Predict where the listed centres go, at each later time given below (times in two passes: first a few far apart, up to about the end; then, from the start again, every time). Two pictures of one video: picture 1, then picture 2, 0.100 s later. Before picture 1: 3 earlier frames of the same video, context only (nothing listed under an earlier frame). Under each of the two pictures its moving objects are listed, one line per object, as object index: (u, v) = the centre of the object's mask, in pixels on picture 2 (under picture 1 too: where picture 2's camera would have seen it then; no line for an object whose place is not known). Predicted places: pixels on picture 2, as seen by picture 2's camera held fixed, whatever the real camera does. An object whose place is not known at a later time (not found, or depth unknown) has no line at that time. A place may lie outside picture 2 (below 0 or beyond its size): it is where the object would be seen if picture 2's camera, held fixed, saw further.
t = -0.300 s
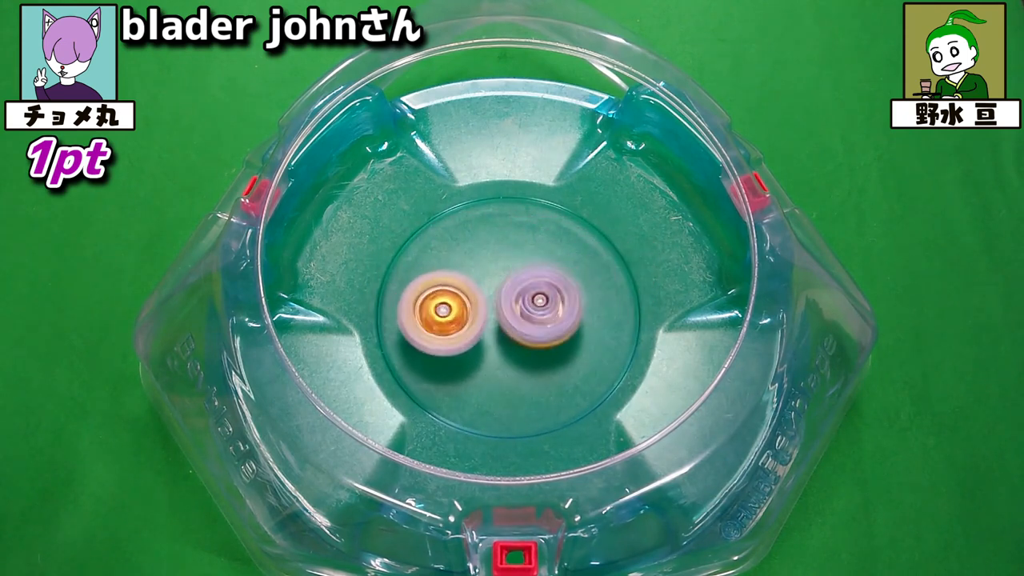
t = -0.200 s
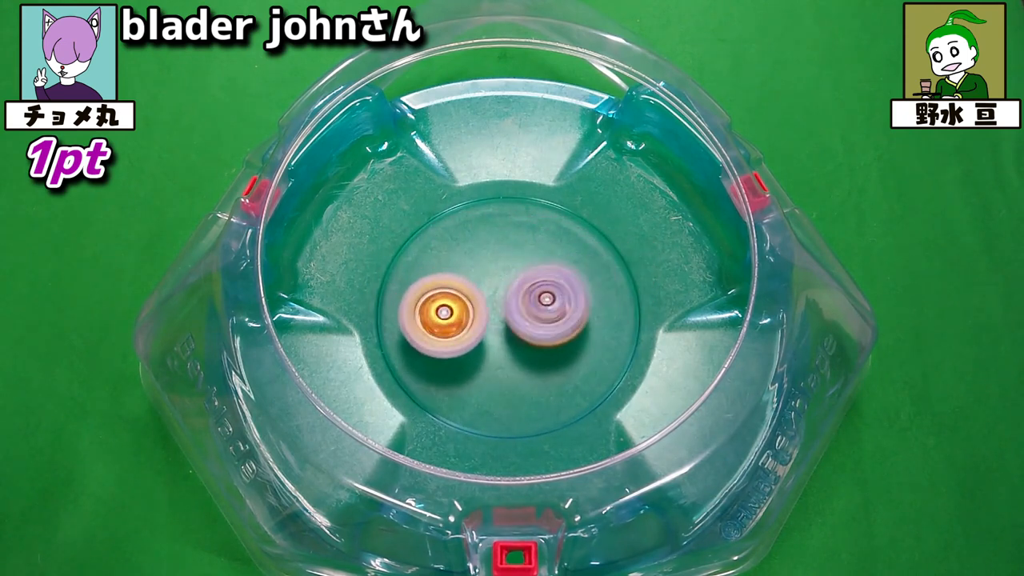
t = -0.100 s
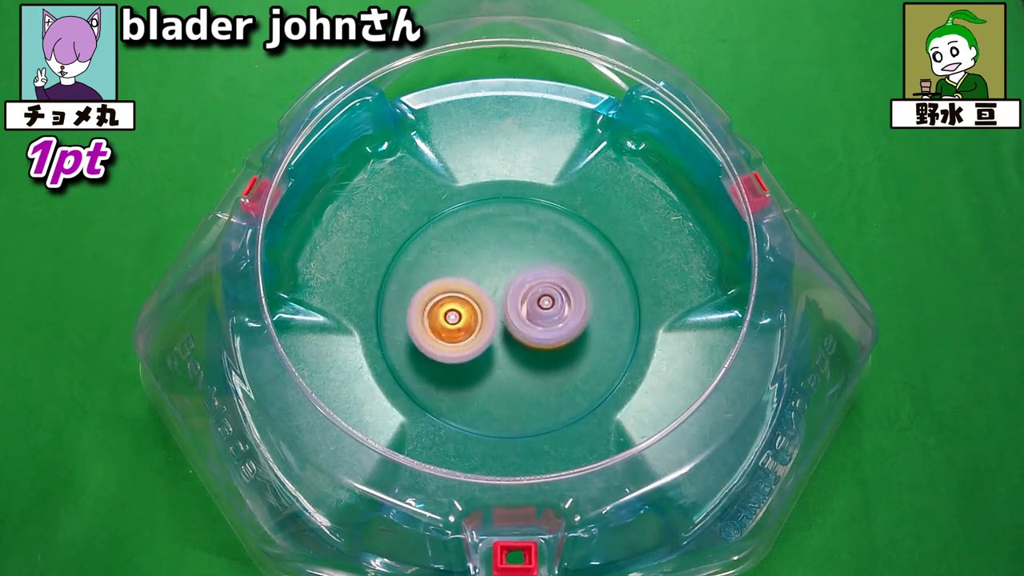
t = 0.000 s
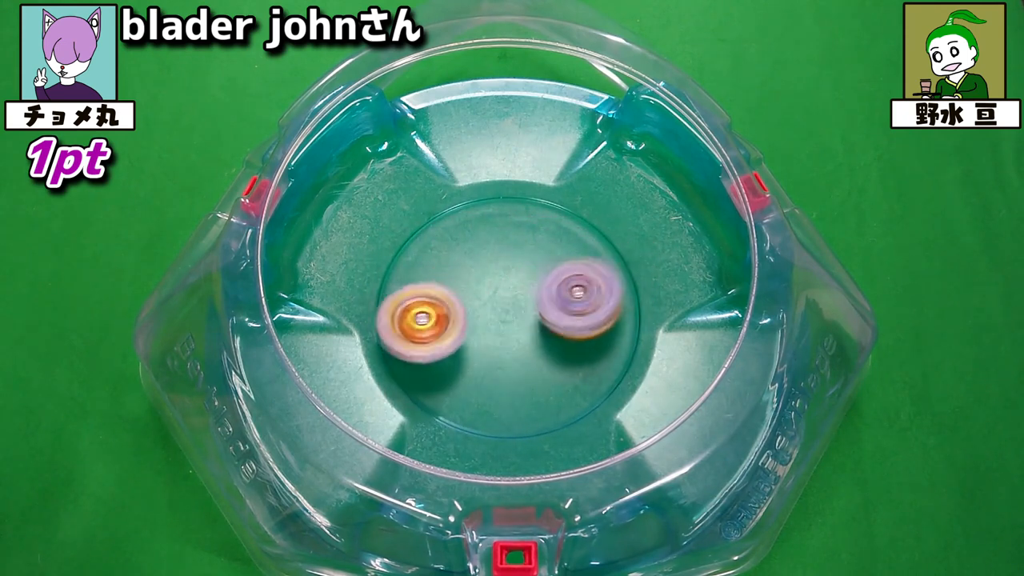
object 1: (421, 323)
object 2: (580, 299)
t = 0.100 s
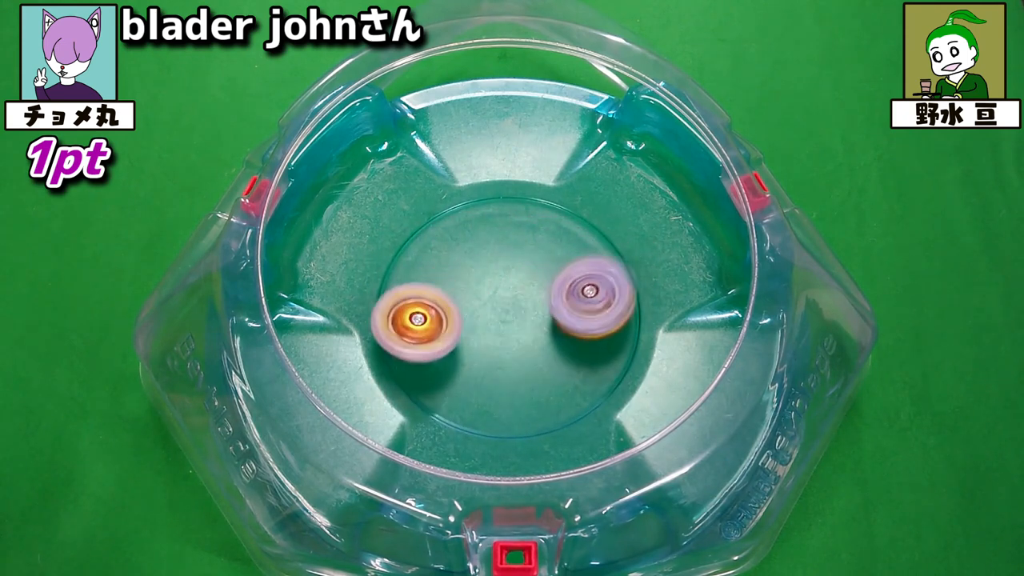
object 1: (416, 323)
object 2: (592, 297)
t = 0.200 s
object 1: (424, 324)
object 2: (589, 302)
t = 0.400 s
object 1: (447, 323)
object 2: (574, 306)
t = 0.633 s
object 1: (433, 327)
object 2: (550, 289)
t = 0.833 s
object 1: (444, 337)
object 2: (537, 282)
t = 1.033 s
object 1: (461, 343)
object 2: (525, 270)
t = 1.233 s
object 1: (478, 349)
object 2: (521, 267)
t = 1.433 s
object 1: (493, 354)
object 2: (521, 268)
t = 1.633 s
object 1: (506, 363)
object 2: (510, 273)
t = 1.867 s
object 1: (515, 362)
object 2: (509, 275)
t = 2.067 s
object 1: (513, 380)
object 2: (505, 256)
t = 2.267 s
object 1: (522, 371)
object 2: (511, 258)
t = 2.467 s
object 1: (531, 356)
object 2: (514, 268)
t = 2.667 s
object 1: (540, 350)
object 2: (517, 270)
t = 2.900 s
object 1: (546, 351)
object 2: (517, 270)
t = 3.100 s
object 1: (542, 357)
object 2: (510, 270)
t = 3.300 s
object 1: (542, 349)
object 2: (502, 273)
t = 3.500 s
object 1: (550, 363)
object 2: (481, 266)
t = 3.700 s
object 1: (553, 351)
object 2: (476, 268)
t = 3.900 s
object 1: (552, 335)
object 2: (473, 282)
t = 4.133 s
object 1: (572, 302)
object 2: (457, 302)
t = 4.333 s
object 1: (575, 295)
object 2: (453, 305)
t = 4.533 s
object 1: (571, 289)
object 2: (460, 309)
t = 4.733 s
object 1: (557, 282)
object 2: (478, 330)
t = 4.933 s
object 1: (558, 265)
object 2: (470, 349)
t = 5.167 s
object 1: (546, 261)
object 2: (467, 340)
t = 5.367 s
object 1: (547, 251)
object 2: (498, 333)
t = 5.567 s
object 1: (541, 249)
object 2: (518, 345)
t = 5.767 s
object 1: (531, 248)
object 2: (513, 348)
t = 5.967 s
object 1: (516, 253)
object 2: (517, 337)
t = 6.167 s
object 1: (492, 235)
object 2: (521, 333)
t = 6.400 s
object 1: (481, 240)
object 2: (521, 330)
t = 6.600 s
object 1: (478, 244)
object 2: (526, 318)
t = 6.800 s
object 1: (483, 250)
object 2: (539, 318)
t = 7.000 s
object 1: (478, 255)
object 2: (542, 335)
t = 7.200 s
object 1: (488, 268)
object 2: (539, 337)
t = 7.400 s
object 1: (482, 266)
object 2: (542, 348)
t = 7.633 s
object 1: (472, 274)
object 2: (529, 347)
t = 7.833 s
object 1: (480, 282)
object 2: (533, 349)
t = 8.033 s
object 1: (474, 278)
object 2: (534, 342)
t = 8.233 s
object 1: (480, 277)
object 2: (541, 340)
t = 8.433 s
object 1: (486, 282)
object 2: (549, 338)
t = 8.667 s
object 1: (491, 265)
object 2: (543, 348)
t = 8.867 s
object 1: (491, 264)
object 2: (525, 340)
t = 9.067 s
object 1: (488, 265)
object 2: (515, 340)
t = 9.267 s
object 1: (495, 257)
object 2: (517, 345)
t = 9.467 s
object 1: (494, 252)
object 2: (528, 329)
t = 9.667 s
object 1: (497, 237)
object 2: (536, 323)
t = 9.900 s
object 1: (500, 240)
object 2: (534, 311)
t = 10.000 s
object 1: (499, 239)
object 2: (541, 314)
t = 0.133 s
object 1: (418, 323)
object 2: (592, 298)
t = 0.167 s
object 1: (421, 324)
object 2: (590, 300)
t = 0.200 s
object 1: (424, 324)
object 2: (589, 302)
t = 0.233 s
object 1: (428, 324)
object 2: (587, 303)
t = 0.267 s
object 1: (432, 324)
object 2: (586, 304)
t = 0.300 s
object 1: (436, 324)
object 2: (584, 305)
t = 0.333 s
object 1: (439, 324)
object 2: (582, 305)
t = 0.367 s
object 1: (444, 324)
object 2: (578, 306)
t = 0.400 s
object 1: (447, 323)
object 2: (574, 306)
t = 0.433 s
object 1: (451, 323)
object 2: (568, 305)
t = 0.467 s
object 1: (455, 323)
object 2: (560, 304)
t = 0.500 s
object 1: (458, 323)
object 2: (552, 302)
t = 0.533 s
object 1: (454, 323)
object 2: (548, 298)
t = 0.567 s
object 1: (441, 326)
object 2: (552, 294)
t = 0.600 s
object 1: (435, 327)
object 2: (552, 290)
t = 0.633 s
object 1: (433, 327)
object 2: (550, 289)
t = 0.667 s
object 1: (434, 327)
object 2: (548, 288)
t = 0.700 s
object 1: (436, 329)
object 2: (545, 287)
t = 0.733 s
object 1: (438, 331)
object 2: (543, 286)
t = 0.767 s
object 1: (440, 333)
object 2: (541, 285)
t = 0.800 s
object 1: (442, 335)
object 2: (538, 283)
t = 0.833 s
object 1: (444, 337)
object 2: (537, 282)
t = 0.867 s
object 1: (447, 338)
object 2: (534, 279)
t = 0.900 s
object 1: (449, 339)
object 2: (532, 278)
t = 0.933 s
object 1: (453, 340)
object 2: (529, 276)
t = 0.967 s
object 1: (456, 340)
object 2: (528, 274)
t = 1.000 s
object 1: (458, 342)
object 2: (525, 271)
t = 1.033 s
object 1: (461, 343)
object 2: (525, 270)
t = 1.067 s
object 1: (464, 344)
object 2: (523, 268)
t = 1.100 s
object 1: (467, 345)
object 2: (522, 268)
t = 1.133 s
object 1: (469, 345)
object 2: (521, 267)
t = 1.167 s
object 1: (472, 347)
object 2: (521, 267)
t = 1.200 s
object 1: (475, 348)
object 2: (521, 267)
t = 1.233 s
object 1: (478, 349)
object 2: (521, 267)
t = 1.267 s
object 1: (481, 350)
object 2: (521, 267)
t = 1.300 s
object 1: (483, 350)
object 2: (521, 268)
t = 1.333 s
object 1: (486, 352)
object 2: (521, 268)
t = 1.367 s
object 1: (489, 353)
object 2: (521, 268)
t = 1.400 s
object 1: (491, 354)
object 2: (521, 268)
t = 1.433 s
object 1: (493, 354)
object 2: (521, 268)
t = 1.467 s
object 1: (496, 355)
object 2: (520, 268)
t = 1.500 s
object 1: (499, 356)
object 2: (518, 270)
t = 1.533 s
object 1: (501, 356)
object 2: (517, 271)
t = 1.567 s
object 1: (503, 357)
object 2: (514, 274)
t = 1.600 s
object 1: (505, 359)
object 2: (512, 275)
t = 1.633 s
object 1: (506, 363)
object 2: (510, 273)
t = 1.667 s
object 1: (506, 364)
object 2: (509, 271)
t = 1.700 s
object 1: (507, 364)
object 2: (507, 271)
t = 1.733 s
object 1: (510, 364)
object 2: (508, 273)
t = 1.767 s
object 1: (511, 363)
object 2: (508, 273)
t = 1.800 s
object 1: (513, 363)
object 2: (509, 274)
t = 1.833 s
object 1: (514, 362)
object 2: (509, 273)
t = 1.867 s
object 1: (515, 362)
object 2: (509, 275)
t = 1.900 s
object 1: (516, 361)
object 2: (510, 277)
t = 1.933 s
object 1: (516, 361)
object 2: (509, 278)
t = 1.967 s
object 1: (515, 371)
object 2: (507, 268)
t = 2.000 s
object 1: (514, 379)
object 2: (505, 261)
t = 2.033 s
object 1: (514, 380)
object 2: (504, 257)
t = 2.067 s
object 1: (513, 380)
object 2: (505, 256)
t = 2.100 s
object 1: (516, 378)
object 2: (506, 256)
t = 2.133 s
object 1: (517, 376)
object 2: (506, 256)
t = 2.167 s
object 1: (519, 375)
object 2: (508, 257)
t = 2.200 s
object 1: (520, 374)
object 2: (509, 258)
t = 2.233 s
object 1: (522, 373)
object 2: (511, 258)
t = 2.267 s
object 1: (522, 371)
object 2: (511, 258)
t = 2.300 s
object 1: (524, 369)
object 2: (512, 259)
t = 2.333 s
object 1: (525, 366)
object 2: (512, 261)
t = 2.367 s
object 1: (527, 365)
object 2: (513, 262)
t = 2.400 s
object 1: (528, 362)
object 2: (514, 264)
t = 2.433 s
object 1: (530, 360)
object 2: (514, 265)
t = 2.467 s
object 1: (531, 356)
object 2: (514, 268)
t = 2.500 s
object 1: (533, 354)
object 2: (516, 270)
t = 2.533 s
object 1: (534, 353)
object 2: (518, 269)
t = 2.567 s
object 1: (535, 352)
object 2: (518, 267)
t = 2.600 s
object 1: (537, 352)
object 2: (518, 267)
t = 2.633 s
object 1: (538, 352)
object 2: (517, 268)
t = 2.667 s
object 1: (540, 350)
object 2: (517, 270)
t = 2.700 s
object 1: (541, 353)
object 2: (517, 268)
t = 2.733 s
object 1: (541, 353)
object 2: (515, 267)
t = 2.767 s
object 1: (542, 353)
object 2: (515, 268)
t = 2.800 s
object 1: (544, 351)
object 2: (516, 269)
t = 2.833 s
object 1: (545, 351)
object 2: (519, 270)
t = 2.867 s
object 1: (546, 351)
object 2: (519, 269)
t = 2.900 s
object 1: (546, 351)
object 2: (517, 270)
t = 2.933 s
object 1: (546, 350)
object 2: (516, 271)
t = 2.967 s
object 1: (546, 350)
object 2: (516, 273)
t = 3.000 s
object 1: (547, 350)
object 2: (515, 272)
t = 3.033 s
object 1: (546, 353)
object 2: (514, 271)
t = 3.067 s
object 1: (545, 357)
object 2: (511, 269)
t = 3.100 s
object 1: (542, 357)
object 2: (510, 270)
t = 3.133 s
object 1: (542, 353)
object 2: (509, 270)
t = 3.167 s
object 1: (541, 351)
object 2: (507, 269)
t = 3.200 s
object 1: (542, 348)
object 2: (504, 271)
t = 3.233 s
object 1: (543, 349)
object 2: (504, 272)
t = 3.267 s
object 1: (542, 349)
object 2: (502, 272)
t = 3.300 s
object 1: (542, 349)
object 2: (502, 273)
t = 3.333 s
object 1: (541, 348)
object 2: (501, 273)
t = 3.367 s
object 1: (546, 356)
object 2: (496, 270)
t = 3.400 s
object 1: (552, 364)
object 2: (490, 265)
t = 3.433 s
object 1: (552, 368)
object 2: (485, 263)
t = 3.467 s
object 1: (549, 367)
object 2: (483, 264)
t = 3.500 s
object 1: (550, 363)
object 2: (481, 266)
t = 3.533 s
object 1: (549, 361)
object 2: (476, 268)
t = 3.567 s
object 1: (550, 358)
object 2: (476, 268)
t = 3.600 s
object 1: (550, 356)
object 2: (476, 267)
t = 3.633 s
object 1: (552, 354)
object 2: (476, 268)
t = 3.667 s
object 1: (552, 353)
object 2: (477, 269)
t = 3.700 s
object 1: (553, 351)
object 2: (476, 268)
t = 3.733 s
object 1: (553, 349)
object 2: (476, 269)
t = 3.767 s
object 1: (554, 347)
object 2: (476, 271)
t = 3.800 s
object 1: (554, 346)
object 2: (475, 273)
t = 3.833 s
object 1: (553, 343)
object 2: (475, 275)
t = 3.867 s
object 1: (554, 340)
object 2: (475, 278)
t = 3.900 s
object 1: (552, 335)
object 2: (473, 282)
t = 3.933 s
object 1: (552, 330)
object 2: (471, 284)
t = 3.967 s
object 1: (553, 324)
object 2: (470, 286)
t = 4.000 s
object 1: (556, 319)
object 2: (468, 290)
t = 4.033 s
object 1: (560, 316)
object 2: (464, 293)
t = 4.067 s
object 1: (566, 312)
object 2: (462, 295)
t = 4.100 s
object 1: (569, 307)
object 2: (459, 299)
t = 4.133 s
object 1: (572, 302)
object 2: (457, 302)
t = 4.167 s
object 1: (575, 300)
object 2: (456, 303)
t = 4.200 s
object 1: (575, 299)
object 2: (454, 305)
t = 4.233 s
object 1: (576, 297)
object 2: (453, 306)
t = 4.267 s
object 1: (575, 297)
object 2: (455, 307)
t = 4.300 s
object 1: (576, 295)
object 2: (454, 307)
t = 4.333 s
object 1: (575, 295)
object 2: (453, 305)
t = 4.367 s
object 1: (575, 293)
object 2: (454, 305)
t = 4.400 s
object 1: (576, 292)
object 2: (454, 304)
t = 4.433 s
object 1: (574, 291)
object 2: (454, 304)
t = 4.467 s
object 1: (574, 290)
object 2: (457, 305)
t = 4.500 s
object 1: (572, 290)
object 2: (458, 306)
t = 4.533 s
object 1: (571, 289)
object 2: (460, 309)
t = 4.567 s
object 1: (569, 289)
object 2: (464, 311)
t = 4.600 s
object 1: (569, 288)
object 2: (466, 314)
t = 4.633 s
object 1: (566, 288)
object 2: (470, 318)
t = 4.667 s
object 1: (563, 286)
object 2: (475, 321)
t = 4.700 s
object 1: (559, 285)
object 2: (476, 326)
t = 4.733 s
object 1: (557, 282)
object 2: (478, 330)
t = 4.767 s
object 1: (560, 278)
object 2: (476, 338)
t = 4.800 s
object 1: (560, 273)
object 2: (472, 344)
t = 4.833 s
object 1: (559, 270)
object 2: (471, 348)
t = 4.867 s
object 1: (558, 267)
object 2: (471, 351)
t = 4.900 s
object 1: (558, 265)
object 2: (470, 350)
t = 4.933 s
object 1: (558, 265)
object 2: (470, 349)
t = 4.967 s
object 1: (555, 265)
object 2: (469, 347)
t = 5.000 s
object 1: (554, 264)
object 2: (468, 343)
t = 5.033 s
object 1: (551, 264)
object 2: (465, 343)
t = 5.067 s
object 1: (550, 262)
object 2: (464, 342)
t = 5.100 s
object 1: (549, 262)
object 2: (465, 341)
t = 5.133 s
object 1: (548, 261)
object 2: (464, 342)
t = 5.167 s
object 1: (546, 261)
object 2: (467, 340)
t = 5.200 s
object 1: (544, 261)
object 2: (470, 338)
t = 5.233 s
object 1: (543, 261)
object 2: (474, 334)
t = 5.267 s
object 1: (542, 261)
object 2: (480, 333)
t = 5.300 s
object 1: (541, 260)
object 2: (487, 330)
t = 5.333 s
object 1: (542, 258)
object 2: (495, 328)
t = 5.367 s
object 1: (547, 251)
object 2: (498, 333)
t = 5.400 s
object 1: (549, 248)
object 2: (503, 333)
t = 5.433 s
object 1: (550, 248)
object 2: (508, 337)
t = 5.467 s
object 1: (550, 248)
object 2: (512, 338)
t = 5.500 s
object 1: (547, 249)
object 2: (515, 343)
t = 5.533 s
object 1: (543, 248)
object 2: (517, 342)
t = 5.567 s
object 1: (541, 249)
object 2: (518, 345)
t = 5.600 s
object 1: (538, 249)
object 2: (517, 345)
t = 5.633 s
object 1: (537, 248)
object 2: (519, 346)
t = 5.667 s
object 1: (536, 247)
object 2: (517, 345)
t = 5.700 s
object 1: (534, 247)
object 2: (516, 346)
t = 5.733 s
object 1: (532, 248)
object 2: (513, 346)
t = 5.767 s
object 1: (531, 248)
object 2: (513, 348)
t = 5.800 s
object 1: (530, 248)
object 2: (511, 346)
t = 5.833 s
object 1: (529, 247)
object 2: (513, 347)
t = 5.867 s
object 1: (526, 248)
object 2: (512, 344)
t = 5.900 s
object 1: (522, 250)
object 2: (513, 344)
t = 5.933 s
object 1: (520, 251)
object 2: (512, 339)
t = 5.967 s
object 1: (516, 253)
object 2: (517, 337)
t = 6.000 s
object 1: (513, 250)
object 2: (517, 335)
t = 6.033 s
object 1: (509, 245)
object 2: (522, 338)
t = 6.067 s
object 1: (504, 242)
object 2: (523, 335)
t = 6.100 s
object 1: (499, 240)
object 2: (525, 333)
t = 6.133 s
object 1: (494, 236)
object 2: (523, 331)
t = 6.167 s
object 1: (492, 235)
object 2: (521, 333)
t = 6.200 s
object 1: (491, 235)
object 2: (521, 333)
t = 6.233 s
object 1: (490, 236)
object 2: (520, 334)
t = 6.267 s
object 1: (489, 237)
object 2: (520, 334)
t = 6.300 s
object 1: (486, 237)
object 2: (518, 334)
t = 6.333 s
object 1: (485, 238)
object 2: (521, 334)
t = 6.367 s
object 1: (483, 240)
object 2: (518, 331)
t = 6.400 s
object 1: (481, 240)
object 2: (521, 330)
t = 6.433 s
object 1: (481, 241)
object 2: (519, 325)
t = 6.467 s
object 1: (478, 242)
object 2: (518, 324)
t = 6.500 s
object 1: (477, 243)
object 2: (518, 320)
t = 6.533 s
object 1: (478, 244)
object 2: (521, 320)
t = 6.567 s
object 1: (479, 245)
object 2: (526, 317)
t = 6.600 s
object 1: (478, 244)
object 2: (526, 318)
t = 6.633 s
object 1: (480, 246)
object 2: (532, 318)
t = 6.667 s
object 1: (480, 248)
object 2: (536, 315)
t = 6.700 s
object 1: (478, 247)
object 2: (537, 313)
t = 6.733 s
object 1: (478, 245)
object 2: (536, 316)
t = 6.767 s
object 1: (482, 246)
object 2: (539, 317)
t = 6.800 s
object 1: (483, 250)
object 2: (539, 318)
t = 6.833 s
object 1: (482, 255)
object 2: (539, 318)
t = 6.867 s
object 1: (480, 250)
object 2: (541, 325)
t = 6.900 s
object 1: (478, 250)
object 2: (547, 328)
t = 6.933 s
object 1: (478, 252)
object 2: (546, 331)
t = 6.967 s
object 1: (477, 253)
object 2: (546, 332)
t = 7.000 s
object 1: (478, 255)
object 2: (542, 335)
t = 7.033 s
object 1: (479, 256)
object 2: (539, 338)
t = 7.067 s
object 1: (481, 257)
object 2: (540, 339)
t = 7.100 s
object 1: (484, 261)
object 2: (538, 338)
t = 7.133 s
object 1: (487, 265)
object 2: (538, 335)
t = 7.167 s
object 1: (488, 265)
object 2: (537, 338)
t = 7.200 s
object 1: (488, 268)
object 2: (539, 337)
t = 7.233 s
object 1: (487, 266)
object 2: (539, 339)
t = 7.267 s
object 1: (488, 267)
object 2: (541, 340)
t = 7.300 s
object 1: (490, 269)
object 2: (538, 342)
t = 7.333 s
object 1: (488, 271)
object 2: (540, 342)
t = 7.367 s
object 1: (485, 271)
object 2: (541, 344)
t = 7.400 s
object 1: (482, 266)
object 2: (542, 348)
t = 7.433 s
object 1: (484, 265)
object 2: (542, 349)
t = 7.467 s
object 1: (483, 266)
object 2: (540, 351)
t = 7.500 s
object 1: (480, 267)
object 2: (543, 350)
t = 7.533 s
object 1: (478, 267)
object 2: (540, 348)
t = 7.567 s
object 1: (477, 269)
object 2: (538, 345)
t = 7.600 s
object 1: (475, 272)
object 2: (534, 344)
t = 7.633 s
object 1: (472, 274)
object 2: (529, 347)
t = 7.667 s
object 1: (474, 275)
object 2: (530, 348)
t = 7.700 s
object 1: (477, 276)
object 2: (530, 348)
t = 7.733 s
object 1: (477, 280)
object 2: (531, 348)
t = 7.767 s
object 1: (477, 281)
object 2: (532, 348)
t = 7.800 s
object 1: (478, 281)
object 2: (531, 349)
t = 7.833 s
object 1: (480, 282)
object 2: (533, 349)
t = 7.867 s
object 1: (479, 280)
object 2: (535, 351)
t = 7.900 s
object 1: (478, 277)
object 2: (538, 353)
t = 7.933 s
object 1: (481, 277)
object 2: (540, 350)
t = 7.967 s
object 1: (480, 278)
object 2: (539, 349)
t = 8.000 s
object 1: (477, 280)
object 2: (539, 344)
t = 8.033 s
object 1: (474, 278)
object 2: (534, 342)
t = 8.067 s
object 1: (470, 273)
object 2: (534, 345)
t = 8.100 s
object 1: (468, 269)
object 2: (538, 346)
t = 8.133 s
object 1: (472, 268)
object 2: (540, 345)
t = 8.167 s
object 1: (476, 272)
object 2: (540, 345)
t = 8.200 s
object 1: (479, 276)
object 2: (542, 342)
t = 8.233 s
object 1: (480, 277)
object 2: (541, 340)
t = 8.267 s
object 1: (481, 271)
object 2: (542, 343)
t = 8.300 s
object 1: (483, 271)
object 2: (546, 344)
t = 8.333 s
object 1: (484, 273)
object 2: (551, 342)
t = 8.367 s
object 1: (485, 278)
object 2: (550, 343)
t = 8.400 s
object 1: (484, 281)
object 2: (550, 340)
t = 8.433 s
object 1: (486, 282)
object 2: (549, 338)
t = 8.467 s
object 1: (486, 281)
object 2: (545, 339)
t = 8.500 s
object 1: (487, 277)
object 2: (542, 339)
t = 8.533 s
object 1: (491, 275)
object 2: (541, 340)
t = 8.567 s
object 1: (493, 274)
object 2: (541, 342)
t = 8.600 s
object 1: (493, 269)
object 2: (540, 346)
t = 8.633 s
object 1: (493, 267)
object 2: (542, 348)
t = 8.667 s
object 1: (491, 265)
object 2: (543, 348)
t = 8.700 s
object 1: (492, 263)
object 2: (541, 348)
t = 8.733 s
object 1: (494, 265)
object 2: (538, 347)
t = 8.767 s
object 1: (494, 266)
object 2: (536, 344)
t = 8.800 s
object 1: (492, 267)
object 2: (533, 339)
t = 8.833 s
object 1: (492, 267)
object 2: (527, 336)
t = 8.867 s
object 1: (491, 264)
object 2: (525, 340)
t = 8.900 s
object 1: (493, 260)
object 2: (525, 344)
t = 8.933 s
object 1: (493, 258)
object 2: (523, 344)
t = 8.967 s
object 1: (493, 258)
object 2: (520, 344)
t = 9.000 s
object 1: (492, 260)
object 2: (518, 345)
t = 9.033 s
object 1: (490, 263)
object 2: (517, 342)
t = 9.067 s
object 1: (488, 265)
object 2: (515, 340)
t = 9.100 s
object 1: (488, 266)
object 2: (515, 342)
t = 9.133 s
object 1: (491, 266)
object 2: (516, 343)
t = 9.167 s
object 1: (495, 267)
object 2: (515, 342)
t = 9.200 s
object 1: (497, 266)
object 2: (514, 343)
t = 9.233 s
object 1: (498, 264)
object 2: (515, 343)
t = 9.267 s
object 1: (495, 257)
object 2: (517, 345)
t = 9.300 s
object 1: (494, 252)
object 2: (520, 346)
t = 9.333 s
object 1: (494, 250)
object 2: (524, 344)
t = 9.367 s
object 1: (496, 250)
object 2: (525, 341)
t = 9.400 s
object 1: (496, 251)
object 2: (526, 337)
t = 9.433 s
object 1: (495, 252)
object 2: (527, 333)
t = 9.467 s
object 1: (494, 252)
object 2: (528, 329)
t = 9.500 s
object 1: (493, 252)
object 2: (529, 324)
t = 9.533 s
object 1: (491, 248)
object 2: (530, 322)
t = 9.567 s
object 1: (491, 242)
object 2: (531, 321)
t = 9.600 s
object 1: (492, 238)
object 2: (531, 322)
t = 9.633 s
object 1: (494, 236)
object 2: (534, 323)
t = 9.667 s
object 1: (497, 237)
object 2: (536, 323)
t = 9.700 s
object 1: (500, 239)
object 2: (537, 321)
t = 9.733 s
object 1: (503, 243)
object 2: (537, 318)
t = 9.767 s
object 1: (505, 244)
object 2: (536, 317)
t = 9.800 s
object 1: (505, 242)
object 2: (536, 316)
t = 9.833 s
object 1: (503, 241)
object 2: (534, 314)
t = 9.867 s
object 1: (502, 241)
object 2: (533, 312)
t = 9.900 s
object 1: (500, 240)
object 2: (534, 311)
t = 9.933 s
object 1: (499, 239)
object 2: (536, 311)
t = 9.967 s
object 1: (500, 239)
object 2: (538, 313)
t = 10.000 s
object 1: (499, 239)
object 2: (541, 314)
